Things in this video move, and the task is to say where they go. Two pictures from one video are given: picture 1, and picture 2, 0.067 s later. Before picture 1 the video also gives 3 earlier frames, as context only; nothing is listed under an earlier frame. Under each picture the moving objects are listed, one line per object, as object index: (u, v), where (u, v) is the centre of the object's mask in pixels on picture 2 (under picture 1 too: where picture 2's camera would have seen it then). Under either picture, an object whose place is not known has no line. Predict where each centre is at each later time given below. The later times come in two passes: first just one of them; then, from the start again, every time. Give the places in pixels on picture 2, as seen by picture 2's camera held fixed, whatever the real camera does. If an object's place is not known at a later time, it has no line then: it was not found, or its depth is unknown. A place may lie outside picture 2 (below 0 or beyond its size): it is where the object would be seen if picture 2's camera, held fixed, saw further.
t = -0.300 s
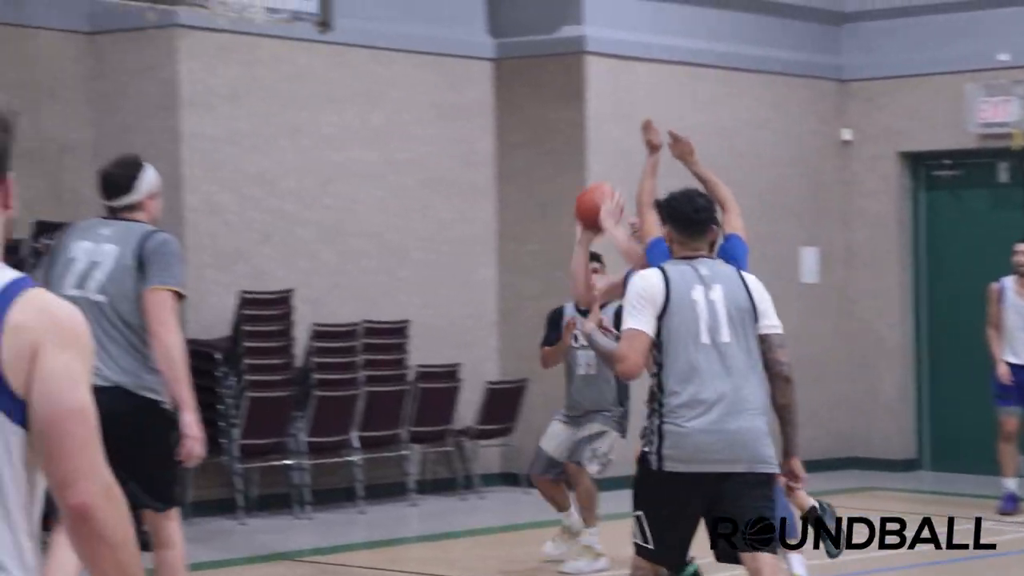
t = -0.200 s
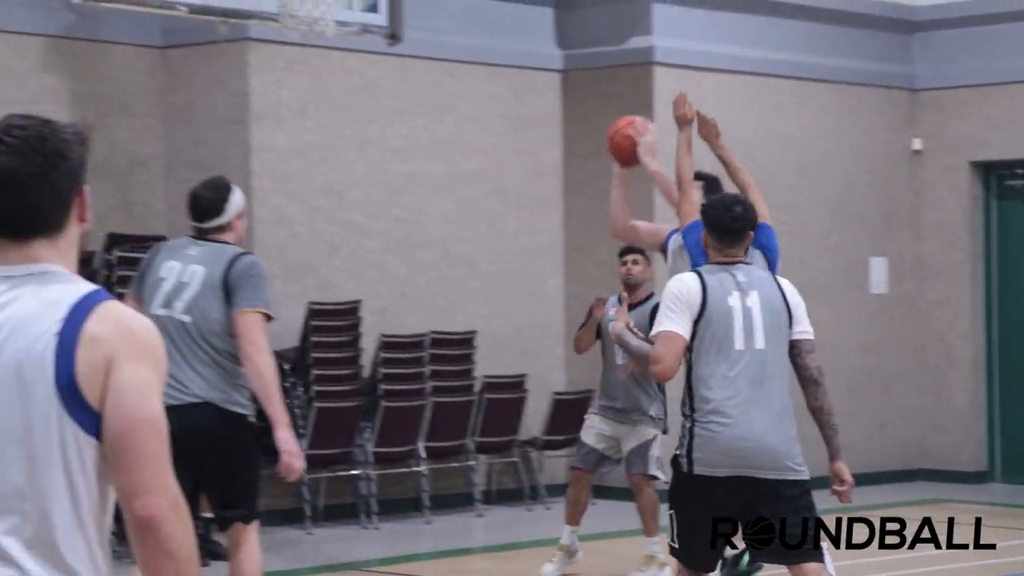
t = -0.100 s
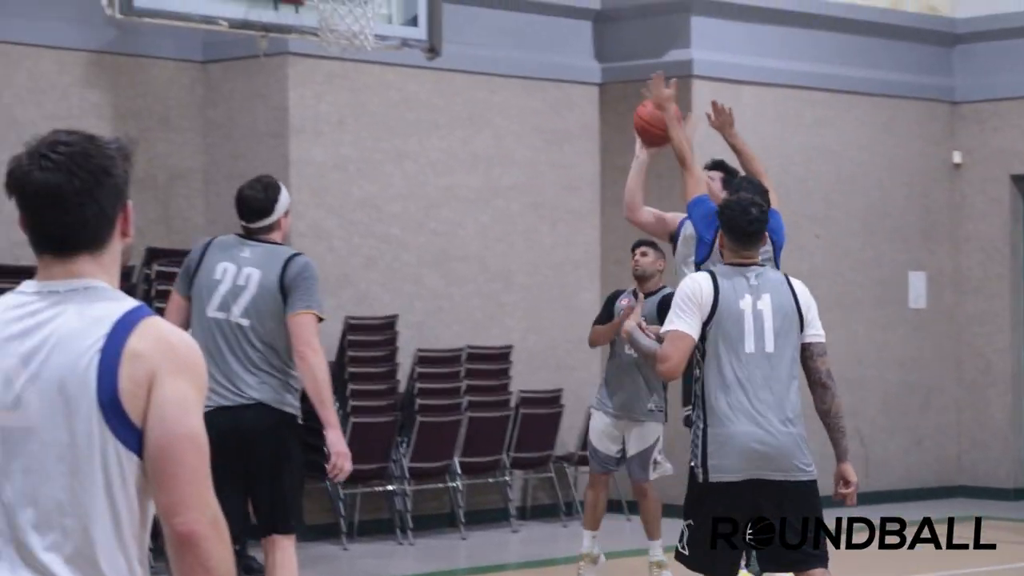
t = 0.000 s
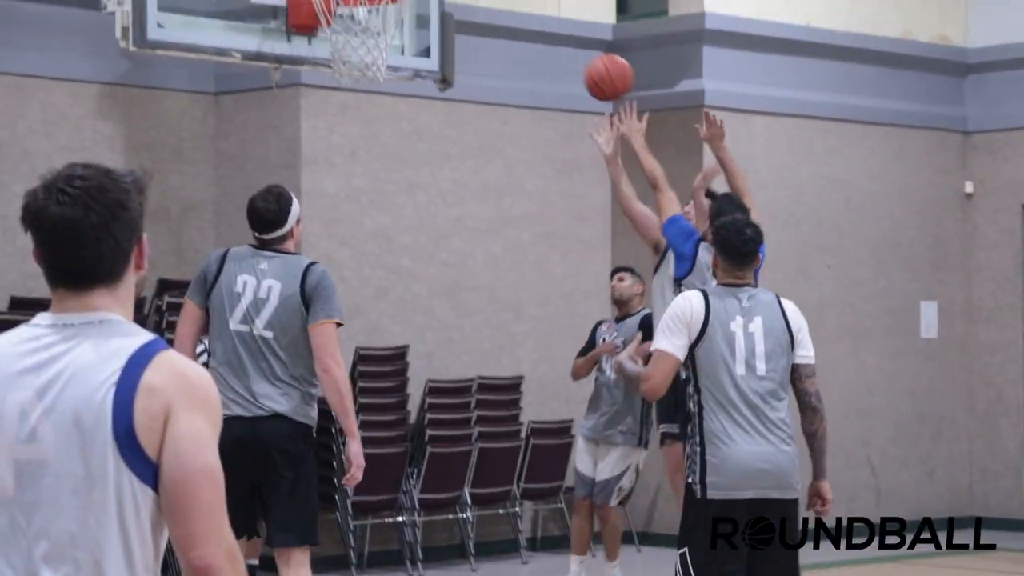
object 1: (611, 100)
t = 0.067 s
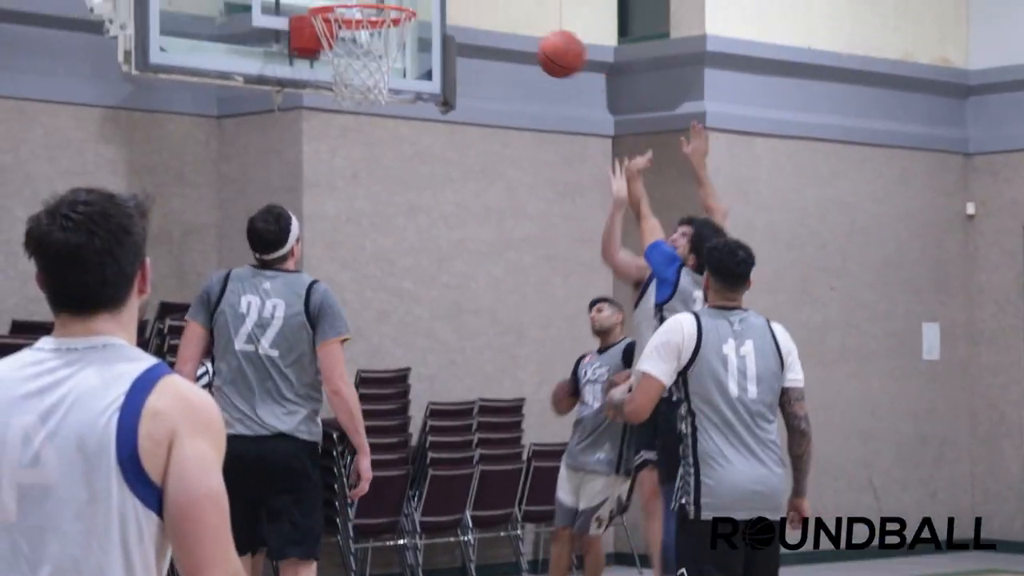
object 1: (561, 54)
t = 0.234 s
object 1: (437, -28)
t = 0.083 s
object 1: (548, 44)
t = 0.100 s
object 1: (536, 33)
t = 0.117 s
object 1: (524, 24)
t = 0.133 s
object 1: (512, 15)
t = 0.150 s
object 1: (499, 6)
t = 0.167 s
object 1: (487, -2)
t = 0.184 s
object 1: (474, -9)
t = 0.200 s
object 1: (462, -16)
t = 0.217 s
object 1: (449, -22)
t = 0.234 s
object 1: (437, -28)
